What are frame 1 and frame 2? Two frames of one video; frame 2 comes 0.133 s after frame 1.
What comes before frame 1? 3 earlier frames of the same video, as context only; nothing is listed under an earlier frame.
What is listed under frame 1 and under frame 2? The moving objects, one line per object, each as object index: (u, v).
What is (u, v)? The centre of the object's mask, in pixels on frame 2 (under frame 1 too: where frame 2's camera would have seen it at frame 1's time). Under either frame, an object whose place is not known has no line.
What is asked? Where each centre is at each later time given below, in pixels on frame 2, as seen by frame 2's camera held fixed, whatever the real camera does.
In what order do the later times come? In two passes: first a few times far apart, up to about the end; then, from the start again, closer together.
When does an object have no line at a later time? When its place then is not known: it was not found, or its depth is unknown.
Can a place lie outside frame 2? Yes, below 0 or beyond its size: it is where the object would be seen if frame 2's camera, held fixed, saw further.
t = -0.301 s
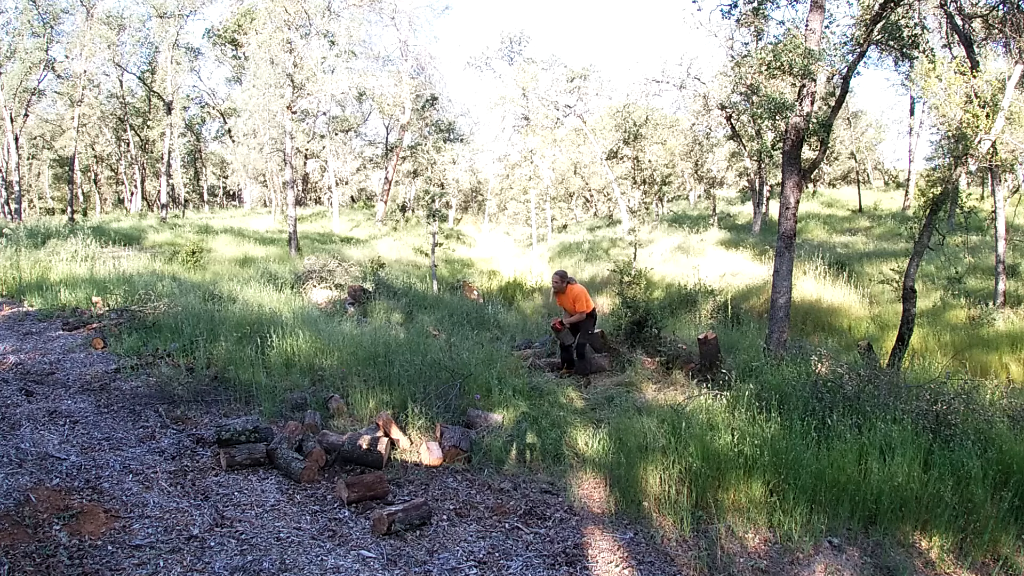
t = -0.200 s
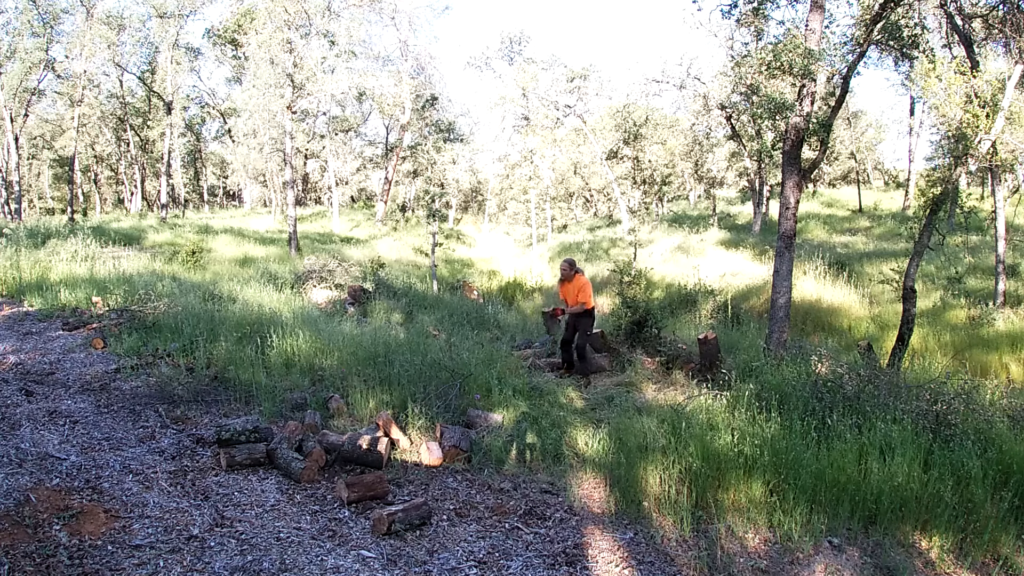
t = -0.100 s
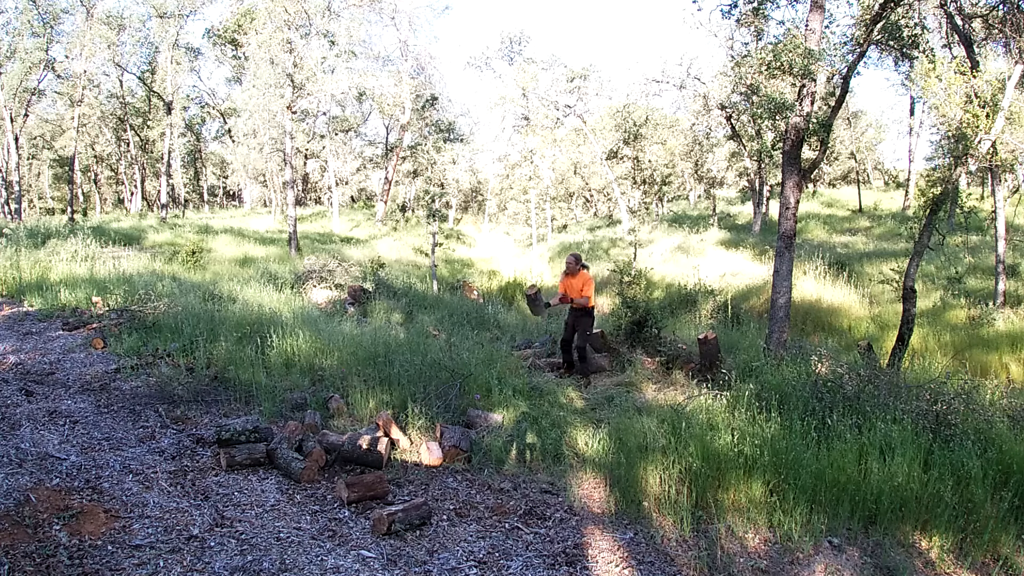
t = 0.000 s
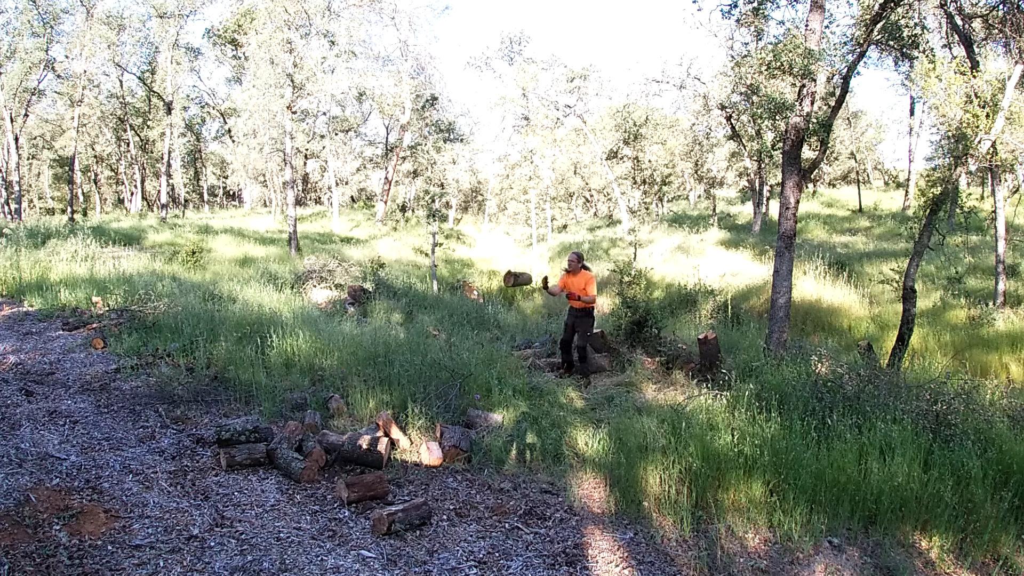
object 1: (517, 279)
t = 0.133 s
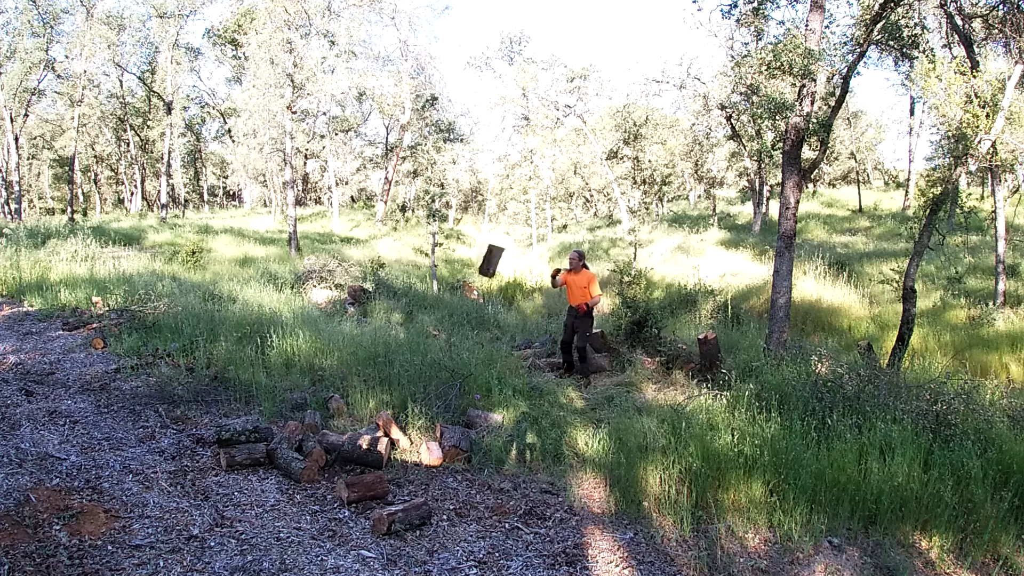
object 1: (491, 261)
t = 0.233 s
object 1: (468, 257)
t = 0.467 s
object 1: (407, 293)
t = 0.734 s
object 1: (329, 414)
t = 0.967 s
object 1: (276, 415)
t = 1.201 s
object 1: (258, 417)
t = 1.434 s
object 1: (257, 420)
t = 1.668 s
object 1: (262, 415)
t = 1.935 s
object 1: (271, 418)
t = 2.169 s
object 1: (272, 419)
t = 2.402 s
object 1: (274, 420)
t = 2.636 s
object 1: (274, 420)
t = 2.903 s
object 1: (274, 420)
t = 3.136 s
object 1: (274, 420)
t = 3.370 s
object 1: (274, 420)
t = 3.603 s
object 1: (274, 420)
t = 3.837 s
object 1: (274, 420)
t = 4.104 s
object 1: (274, 420)
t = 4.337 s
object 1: (274, 420)
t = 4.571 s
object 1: (274, 420)
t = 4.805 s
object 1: (274, 420)
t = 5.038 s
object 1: (274, 420)
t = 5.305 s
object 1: (274, 420)
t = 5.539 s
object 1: (274, 420)
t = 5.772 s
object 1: (274, 420)
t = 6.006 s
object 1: (274, 420)
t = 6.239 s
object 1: (274, 420)
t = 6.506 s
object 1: (274, 420)
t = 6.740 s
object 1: (274, 420)
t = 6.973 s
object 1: (274, 420)
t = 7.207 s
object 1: (274, 420)
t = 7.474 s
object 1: (274, 420)
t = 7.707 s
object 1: (274, 420)
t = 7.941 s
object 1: (274, 420)
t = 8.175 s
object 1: (274, 420)
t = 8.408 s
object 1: (274, 420)
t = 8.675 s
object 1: (274, 420)
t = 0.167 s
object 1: (484, 259)
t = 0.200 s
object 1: (476, 257)
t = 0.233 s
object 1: (468, 257)
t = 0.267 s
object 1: (460, 259)
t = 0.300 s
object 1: (452, 261)
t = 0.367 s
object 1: (435, 269)
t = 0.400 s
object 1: (426, 275)
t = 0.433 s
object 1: (417, 282)
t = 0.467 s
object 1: (407, 293)
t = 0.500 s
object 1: (398, 305)
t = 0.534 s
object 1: (388, 317)
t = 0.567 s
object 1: (378, 331)
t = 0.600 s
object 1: (368, 347)
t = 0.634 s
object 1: (358, 365)
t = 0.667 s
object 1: (346, 387)
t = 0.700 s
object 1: (337, 405)
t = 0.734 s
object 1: (329, 414)
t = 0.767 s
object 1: (320, 413)
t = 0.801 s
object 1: (310, 411)
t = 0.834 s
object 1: (296, 403)
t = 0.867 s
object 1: (287, 406)
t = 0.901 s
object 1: (280, 410)
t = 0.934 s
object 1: (283, 411)
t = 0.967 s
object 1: (276, 415)
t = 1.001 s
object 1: (272, 414)
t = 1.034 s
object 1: (268, 414)
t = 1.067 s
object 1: (263, 412)
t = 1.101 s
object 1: (260, 412)
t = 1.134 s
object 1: (259, 413)
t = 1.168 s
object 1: (258, 414)
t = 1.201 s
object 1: (258, 417)
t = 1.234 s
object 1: (257, 417)
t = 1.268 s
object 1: (258, 418)
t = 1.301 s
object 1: (257, 419)
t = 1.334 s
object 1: (258, 419)
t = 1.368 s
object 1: (257, 419)
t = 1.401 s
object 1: (257, 419)
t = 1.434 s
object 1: (257, 420)
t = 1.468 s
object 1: (252, 413)
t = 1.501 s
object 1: (252, 413)
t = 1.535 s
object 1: (254, 413)
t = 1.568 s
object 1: (257, 412)
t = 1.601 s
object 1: (258, 412)
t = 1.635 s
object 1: (260, 413)
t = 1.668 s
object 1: (262, 415)
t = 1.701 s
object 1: (264, 416)
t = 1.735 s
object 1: (266, 418)
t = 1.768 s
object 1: (271, 420)
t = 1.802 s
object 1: (272, 421)
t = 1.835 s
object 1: (272, 420)
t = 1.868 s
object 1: (271, 419)
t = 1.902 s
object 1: (272, 419)
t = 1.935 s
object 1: (271, 418)
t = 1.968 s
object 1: (271, 418)
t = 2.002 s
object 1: (271, 418)
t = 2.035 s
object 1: (271, 418)
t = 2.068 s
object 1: (271, 418)
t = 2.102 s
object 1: (271, 418)
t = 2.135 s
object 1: (271, 419)
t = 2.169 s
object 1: (272, 419)
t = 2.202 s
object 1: (272, 419)
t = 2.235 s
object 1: (272, 419)
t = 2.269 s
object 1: (272, 419)
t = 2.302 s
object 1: (272, 420)
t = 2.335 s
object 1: (273, 420)
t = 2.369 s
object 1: (274, 420)
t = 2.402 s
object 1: (274, 420)
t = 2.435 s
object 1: (274, 420)
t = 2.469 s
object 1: (274, 420)
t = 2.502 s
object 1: (274, 420)
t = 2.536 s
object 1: (274, 420)
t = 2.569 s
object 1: (274, 420)
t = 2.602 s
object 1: (274, 420)
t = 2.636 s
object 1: (274, 420)
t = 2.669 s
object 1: (275, 420)
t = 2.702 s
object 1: (274, 420)
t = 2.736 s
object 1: (274, 420)
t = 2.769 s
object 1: (274, 420)
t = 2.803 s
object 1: (274, 420)
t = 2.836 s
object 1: (274, 420)
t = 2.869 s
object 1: (274, 420)
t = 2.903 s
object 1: (274, 420)
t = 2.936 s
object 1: (274, 420)
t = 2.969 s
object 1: (274, 420)
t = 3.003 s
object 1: (274, 420)
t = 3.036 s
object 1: (274, 420)
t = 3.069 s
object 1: (274, 420)
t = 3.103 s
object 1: (274, 420)
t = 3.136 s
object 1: (274, 420)
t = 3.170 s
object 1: (274, 420)
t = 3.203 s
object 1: (274, 420)
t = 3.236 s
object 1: (274, 420)
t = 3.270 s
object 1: (274, 420)
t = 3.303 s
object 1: (274, 420)
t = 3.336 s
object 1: (274, 420)
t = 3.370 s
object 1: (274, 420)
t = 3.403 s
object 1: (274, 420)
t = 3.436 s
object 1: (274, 420)
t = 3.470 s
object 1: (274, 420)
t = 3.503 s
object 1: (274, 420)
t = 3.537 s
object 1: (274, 420)
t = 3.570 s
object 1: (274, 420)
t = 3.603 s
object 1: (274, 420)
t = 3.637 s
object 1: (274, 420)
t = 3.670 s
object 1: (274, 420)
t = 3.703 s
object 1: (274, 420)
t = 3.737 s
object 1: (274, 420)
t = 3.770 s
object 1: (274, 420)
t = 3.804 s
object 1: (274, 420)
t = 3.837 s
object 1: (274, 420)
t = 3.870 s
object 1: (274, 420)
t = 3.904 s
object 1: (274, 420)
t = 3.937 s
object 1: (274, 420)
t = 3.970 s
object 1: (274, 420)
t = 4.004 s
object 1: (274, 420)
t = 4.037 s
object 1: (274, 420)
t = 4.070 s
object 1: (274, 420)
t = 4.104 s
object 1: (274, 420)
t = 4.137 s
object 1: (274, 420)
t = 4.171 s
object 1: (274, 420)
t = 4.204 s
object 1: (274, 420)
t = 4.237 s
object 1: (274, 420)
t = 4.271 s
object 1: (274, 420)
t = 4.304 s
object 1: (274, 420)
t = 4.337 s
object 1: (274, 420)
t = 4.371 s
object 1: (274, 420)
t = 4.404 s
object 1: (274, 420)
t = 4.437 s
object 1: (274, 420)
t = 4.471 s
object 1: (274, 420)
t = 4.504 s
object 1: (274, 420)
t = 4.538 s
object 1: (274, 420)
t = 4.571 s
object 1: (274, 420)
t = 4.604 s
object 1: (274, 420)
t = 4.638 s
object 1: (274, 420)
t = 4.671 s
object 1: (273, 420)
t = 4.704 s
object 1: (273, 420)
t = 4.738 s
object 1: (274, 420)
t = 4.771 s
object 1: (274, 420)
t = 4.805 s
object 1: (274, 420)
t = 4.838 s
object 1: (274, 420)
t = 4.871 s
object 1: (274, 420)
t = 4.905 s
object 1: (274, 420)
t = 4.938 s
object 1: (274, 420)
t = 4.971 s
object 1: (274, 420)
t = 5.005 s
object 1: (274, 420)
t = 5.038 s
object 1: (274, 420)
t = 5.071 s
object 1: (274, 420)
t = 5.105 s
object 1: (274, 420)
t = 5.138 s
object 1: (274, 420)
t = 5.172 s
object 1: (274, 420)
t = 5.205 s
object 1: (274, 420)
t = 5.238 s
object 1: (274, 420)
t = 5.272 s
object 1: (274, 420)
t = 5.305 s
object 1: (274, 420)
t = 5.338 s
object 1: (274, 420)
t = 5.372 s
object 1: (274, 420)
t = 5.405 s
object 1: (274, 420)
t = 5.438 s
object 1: (274, 420)
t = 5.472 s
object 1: (274, 420)
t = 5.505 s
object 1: (274, 420)
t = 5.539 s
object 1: (274, 420)
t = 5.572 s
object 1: (274, 420)
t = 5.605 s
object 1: (274, 420)
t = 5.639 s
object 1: (274, 420)
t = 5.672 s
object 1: (274, 420)
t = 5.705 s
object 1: (274, 420)
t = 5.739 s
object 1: (274, 420)
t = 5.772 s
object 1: (274, 420)
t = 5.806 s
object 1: (274, 420)
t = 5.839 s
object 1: (274, 420)
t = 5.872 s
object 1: (274, 420)
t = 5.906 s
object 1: (274, 420)
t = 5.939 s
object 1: (274, 420)
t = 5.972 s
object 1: (274, 420)
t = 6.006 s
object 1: (274, 420)
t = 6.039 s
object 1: (274, 420)
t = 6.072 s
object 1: (274, 420)
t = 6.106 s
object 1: (274, 420)
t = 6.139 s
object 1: (274, 420)
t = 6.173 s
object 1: (274, 420)
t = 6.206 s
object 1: (274, 420)
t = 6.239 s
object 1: (274, 420)
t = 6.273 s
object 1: (274, 420)
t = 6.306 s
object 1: (274, 420)
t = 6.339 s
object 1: (274, 420)
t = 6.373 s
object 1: (274, 420)
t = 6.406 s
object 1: (274, 420)
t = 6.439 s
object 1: (274, 420)
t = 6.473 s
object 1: (274, 420)
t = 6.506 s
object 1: (274, 420)
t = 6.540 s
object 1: (274, 420)
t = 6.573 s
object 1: (274, 420)
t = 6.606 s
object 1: (274, 420)
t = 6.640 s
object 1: (274, 420)
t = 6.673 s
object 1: (274, 420)
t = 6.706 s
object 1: (274, 420)
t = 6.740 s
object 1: (274, 420)
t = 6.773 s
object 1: (274, 420)
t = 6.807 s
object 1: (274, 420)
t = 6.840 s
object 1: (274, 420)
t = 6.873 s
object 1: (274, 420)
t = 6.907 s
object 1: (274, 420)
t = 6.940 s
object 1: (274, 420)
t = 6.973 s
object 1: (274, 420)
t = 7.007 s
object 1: (274, 420)
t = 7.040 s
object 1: (274, 420)
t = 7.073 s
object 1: (274, 420)
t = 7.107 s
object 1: (274, 420)
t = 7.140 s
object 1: (274, 420)
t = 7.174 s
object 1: (274, 420)
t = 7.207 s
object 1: (274, 420)
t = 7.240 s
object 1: (274, 420)
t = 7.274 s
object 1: (274, 420)
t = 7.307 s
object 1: (274, 420)
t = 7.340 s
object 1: (274, 420)
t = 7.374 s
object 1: (274, 420)
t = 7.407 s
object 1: (274, 420)
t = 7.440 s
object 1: (274, 420)
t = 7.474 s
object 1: (274, 420)
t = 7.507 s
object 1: (274, 420)
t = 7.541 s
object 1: (274, 420)
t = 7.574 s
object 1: (274, 420)
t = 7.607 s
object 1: (274, 420)
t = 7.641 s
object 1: (274, 420)
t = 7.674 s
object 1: (274, 420)
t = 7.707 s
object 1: (274, 420)
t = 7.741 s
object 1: (274, 420)
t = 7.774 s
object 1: (274, 420)
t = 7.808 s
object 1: (274, 420)
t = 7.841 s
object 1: (274, 420)
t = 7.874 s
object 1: (274, 420)
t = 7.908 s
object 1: (274, 420)
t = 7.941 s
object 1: (274, 420)
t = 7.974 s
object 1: (274, 420)
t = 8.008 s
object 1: (274, 420)
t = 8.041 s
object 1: (274, 420)
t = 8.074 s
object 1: (274, 420)
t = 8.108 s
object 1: (274, 420)
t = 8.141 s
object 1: (274, 420)
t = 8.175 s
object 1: (274, 420)
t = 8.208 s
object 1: (274, 420)
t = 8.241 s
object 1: (274, 420)
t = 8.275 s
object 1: (274, 420)
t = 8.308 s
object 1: (274, 420)
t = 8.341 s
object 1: (274, 420)
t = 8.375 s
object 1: (274, 420)
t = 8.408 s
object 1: (274, 420)
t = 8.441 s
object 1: (274, 420)
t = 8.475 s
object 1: (274, 420)
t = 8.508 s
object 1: (274, 420)
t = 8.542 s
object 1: (274, 420)
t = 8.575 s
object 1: (274, 420)
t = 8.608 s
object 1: (274, 420)
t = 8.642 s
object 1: (274, 420)
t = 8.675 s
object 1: (274, 420)
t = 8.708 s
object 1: (274, 420)
